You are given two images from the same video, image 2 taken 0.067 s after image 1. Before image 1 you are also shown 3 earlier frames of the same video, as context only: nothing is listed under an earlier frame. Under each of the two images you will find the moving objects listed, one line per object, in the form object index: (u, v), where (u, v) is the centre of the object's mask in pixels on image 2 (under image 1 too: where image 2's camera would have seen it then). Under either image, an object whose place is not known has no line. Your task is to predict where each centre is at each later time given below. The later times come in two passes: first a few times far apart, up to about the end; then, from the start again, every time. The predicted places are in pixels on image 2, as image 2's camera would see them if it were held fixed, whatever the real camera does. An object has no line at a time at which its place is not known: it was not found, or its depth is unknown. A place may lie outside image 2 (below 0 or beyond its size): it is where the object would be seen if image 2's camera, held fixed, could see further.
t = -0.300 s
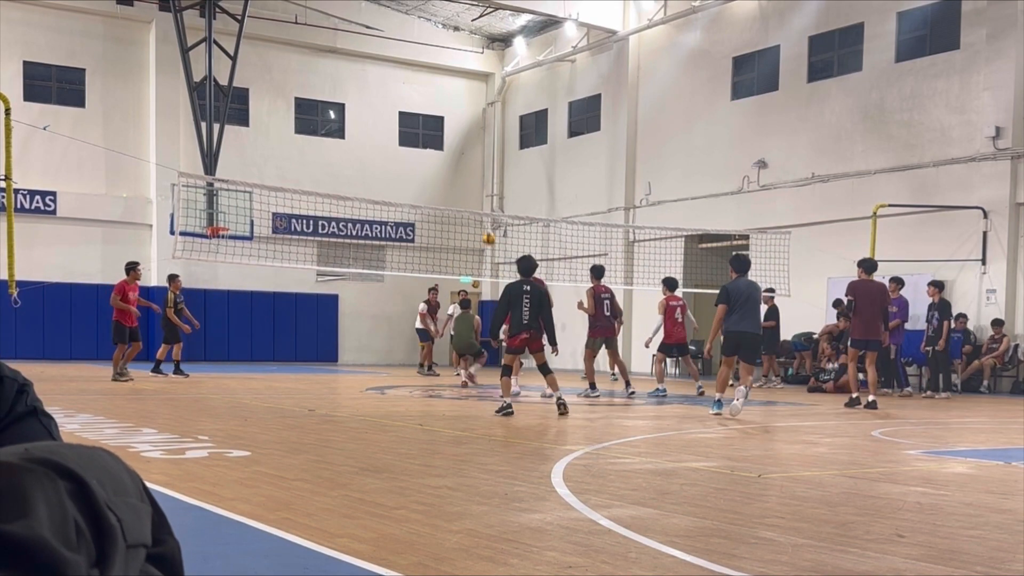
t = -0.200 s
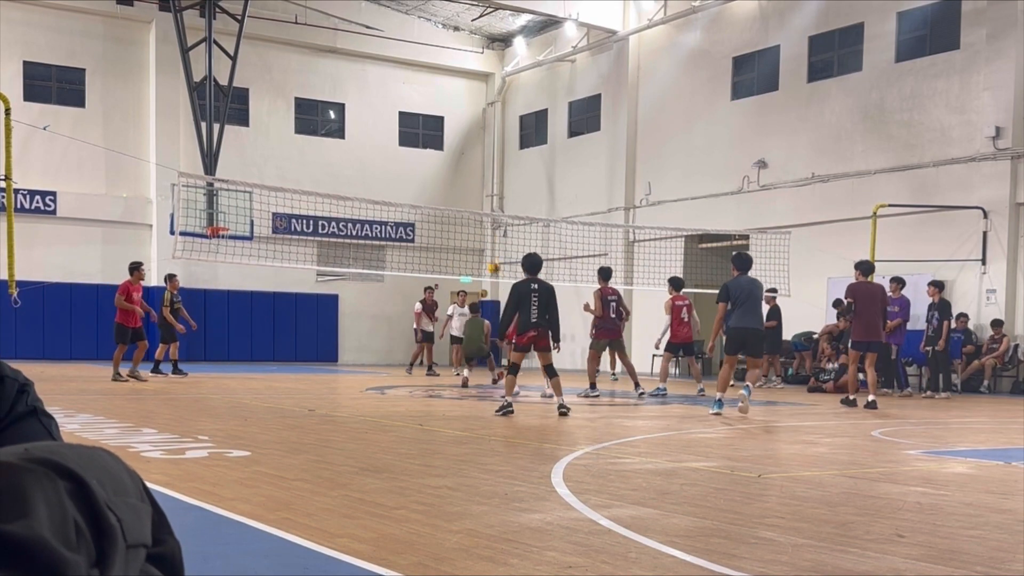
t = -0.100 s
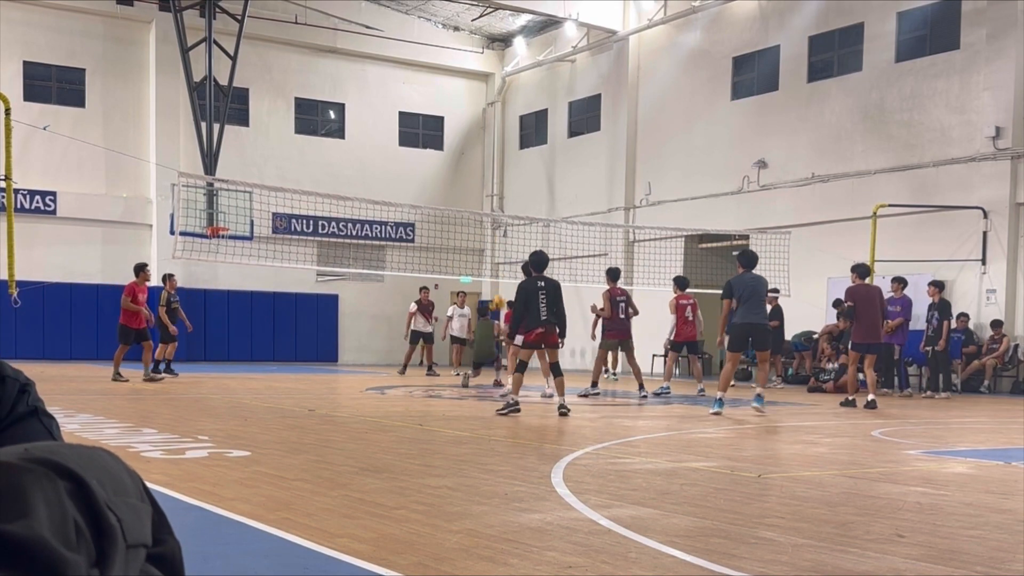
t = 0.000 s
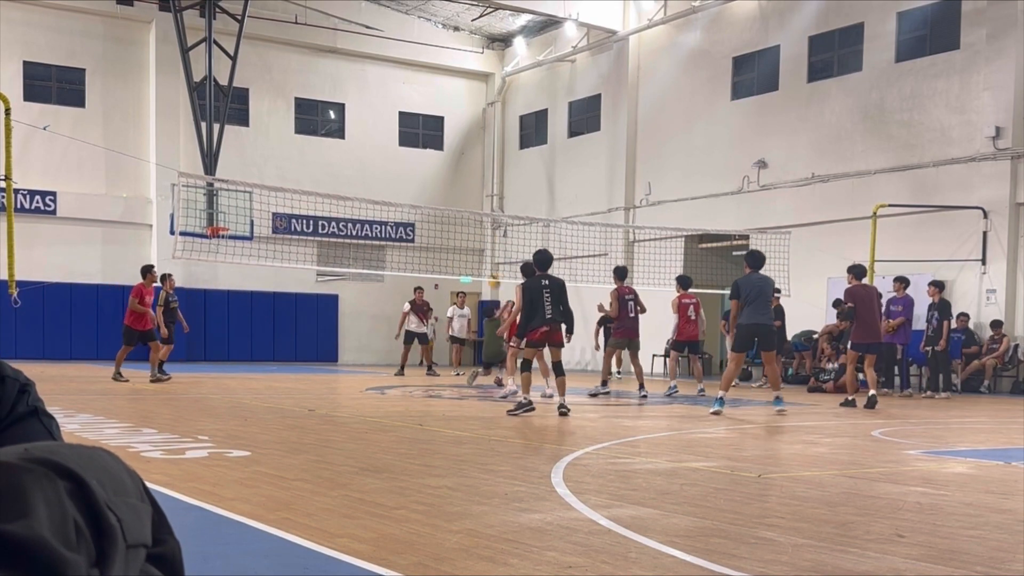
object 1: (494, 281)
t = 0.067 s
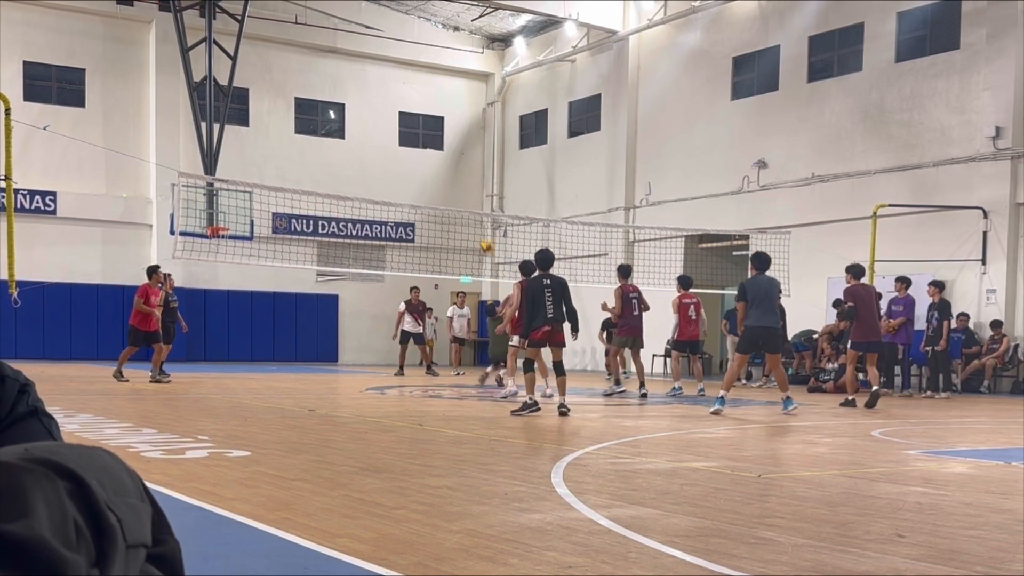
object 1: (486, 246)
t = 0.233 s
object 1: (467, 176)
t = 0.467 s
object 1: (437, 105)
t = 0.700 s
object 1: (404, 70)
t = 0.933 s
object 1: (368, 75)
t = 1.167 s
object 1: (330, 125)
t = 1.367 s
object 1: (296, 202)
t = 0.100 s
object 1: (483, 231)
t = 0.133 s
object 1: (479, 219)
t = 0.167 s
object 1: (476, 202)
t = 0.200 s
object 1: (472, 189)
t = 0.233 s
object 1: (467, 176)
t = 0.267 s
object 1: (464, 163)
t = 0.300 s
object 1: (460, 152)
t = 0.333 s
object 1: (455, 141)
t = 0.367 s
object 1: (451, 131)
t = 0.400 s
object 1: (446, 122)
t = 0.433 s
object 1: (442, 113)
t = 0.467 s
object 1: (437, 105)
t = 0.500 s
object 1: (433, 98)
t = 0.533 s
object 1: (428, 91)
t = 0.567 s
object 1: (424, 85)
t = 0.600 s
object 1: (419, 80)
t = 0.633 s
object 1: (414, 77)
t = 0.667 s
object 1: (408, 73)
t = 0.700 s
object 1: (404, 70)
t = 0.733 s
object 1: (399, 68)
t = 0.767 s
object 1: (394, 67)
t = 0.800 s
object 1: (389, 67)
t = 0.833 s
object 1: (384, 68)
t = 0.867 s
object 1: (379, 69)
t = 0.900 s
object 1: (373, 72)
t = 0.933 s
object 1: (368, 75)
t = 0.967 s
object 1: (363, 79)
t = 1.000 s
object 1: (358, 84)
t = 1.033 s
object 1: (352, 90)
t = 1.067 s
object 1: (346, 97)
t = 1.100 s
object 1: (341, 105)
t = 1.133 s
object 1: (336, 114)
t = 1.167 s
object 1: (330, 125)
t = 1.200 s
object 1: (324, 134)
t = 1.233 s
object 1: (319, 146)
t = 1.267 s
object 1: (313, 159)
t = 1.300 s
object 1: (307, 172)
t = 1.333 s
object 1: (302, 184)
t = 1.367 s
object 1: (296, 202)
